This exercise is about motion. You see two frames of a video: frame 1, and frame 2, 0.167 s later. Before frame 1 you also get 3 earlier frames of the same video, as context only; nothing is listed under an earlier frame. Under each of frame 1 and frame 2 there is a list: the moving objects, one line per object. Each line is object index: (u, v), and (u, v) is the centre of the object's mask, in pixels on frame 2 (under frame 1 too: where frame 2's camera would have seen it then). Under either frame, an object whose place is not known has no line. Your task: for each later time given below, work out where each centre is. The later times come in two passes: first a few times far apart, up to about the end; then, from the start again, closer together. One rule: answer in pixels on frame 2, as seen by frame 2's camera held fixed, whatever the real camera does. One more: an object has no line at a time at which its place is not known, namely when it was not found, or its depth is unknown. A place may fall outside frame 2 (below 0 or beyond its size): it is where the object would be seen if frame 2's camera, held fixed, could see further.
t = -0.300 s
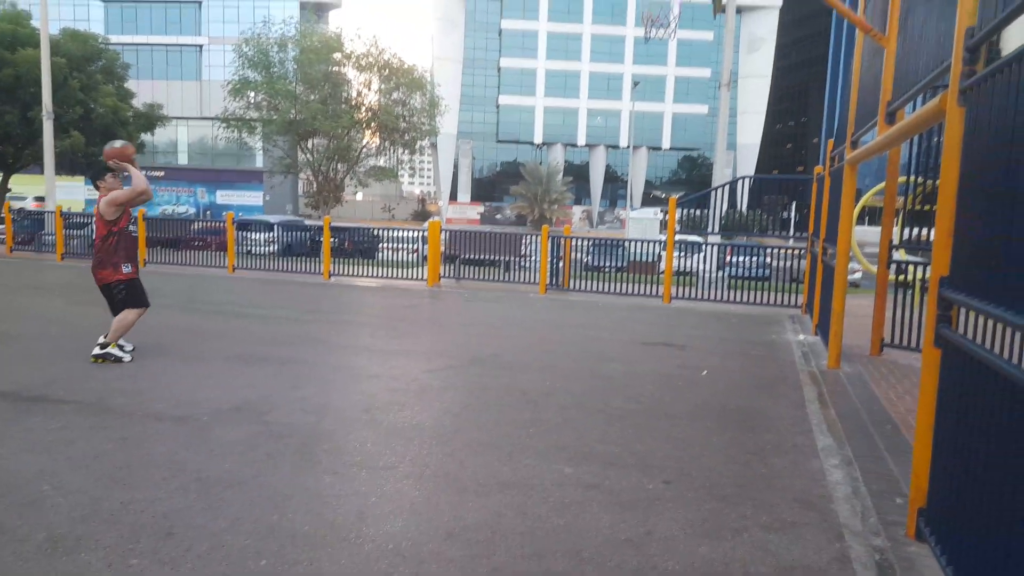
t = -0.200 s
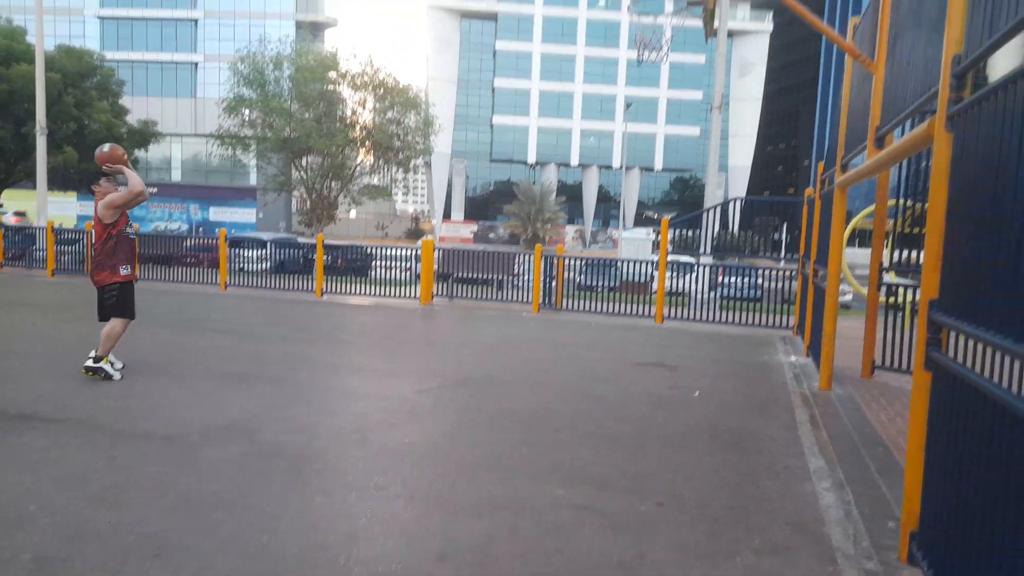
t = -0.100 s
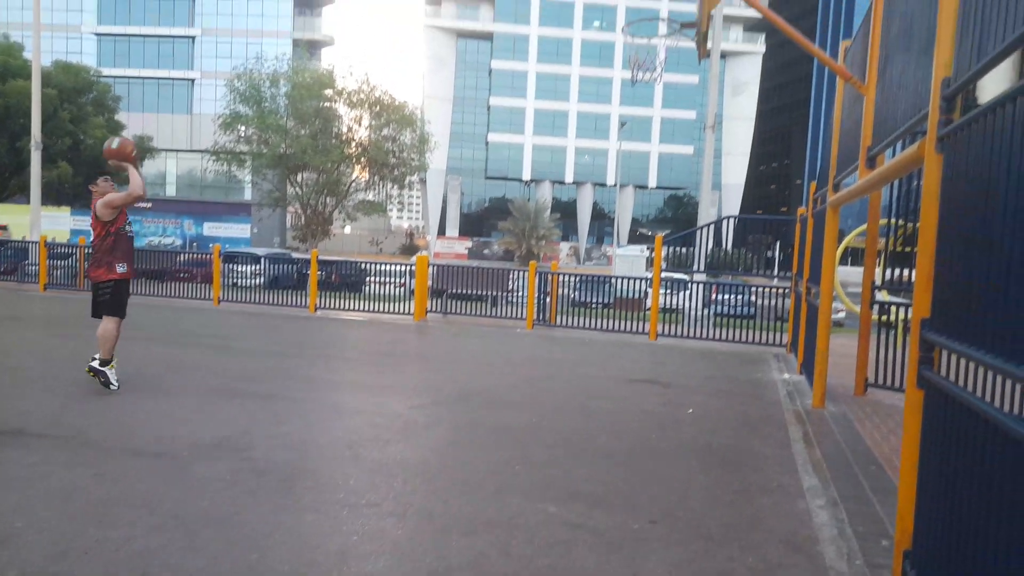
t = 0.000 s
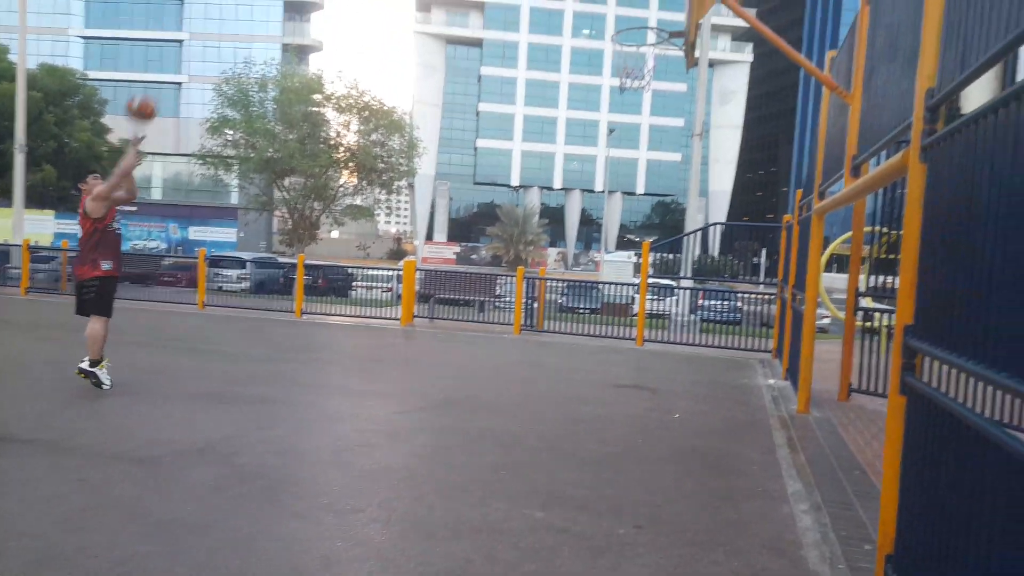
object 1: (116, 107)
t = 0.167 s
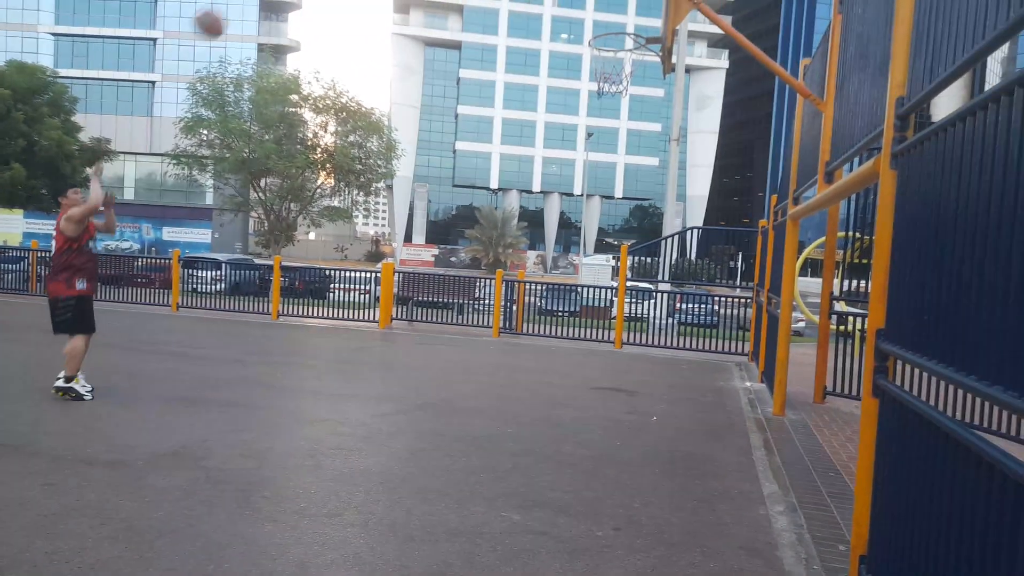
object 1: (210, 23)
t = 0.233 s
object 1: (255, 5)
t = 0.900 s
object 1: (635, 67)
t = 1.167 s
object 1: (620, 163)
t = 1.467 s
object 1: (594, 423)
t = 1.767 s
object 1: (539, 258)
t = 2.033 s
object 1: (473, 146)
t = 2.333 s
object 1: (395, 153)
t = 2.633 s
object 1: (307, 304)
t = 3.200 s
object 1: (179, 227)
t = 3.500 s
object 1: (111, 222)
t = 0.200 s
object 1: (229, 11)
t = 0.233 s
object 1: (255, 5)
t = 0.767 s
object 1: (574, 7)
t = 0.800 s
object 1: (595, 21)
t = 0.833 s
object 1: (613, 37)
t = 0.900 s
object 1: (635, 67)
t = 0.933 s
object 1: (634, 72)
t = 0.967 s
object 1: (633, 80)
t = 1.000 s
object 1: (631, 89)
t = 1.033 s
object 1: (630, 101)
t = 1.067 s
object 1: (627, 113)
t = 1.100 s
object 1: (624, 128)
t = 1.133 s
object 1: (623, 145)
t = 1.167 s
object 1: (620, 163)
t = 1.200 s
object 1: (618, 183)
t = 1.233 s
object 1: (615, 206)
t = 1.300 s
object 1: (608, 253)
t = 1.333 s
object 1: (606, 284)
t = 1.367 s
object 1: (603, 314)
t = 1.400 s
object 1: (600, 351)
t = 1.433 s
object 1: (597, 384)
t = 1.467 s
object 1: (594, 423)
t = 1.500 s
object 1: (591, 461)
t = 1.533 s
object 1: (586, 438)
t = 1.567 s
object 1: (579, 408)
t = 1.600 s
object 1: (572, 379)
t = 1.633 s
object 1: (565, 354)
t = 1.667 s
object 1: (558, 325)
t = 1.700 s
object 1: (551, 301)
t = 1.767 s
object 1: (539, 258)
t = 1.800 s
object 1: (531, 237)
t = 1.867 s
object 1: (518, 203)
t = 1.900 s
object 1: (509, 188)
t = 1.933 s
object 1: (500, 176)
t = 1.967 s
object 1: (489, 164)
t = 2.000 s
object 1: (481, 154)
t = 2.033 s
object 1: (473, 146)
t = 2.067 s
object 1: (465, 140)
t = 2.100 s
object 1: (457, 134)
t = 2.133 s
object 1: (448, 132)
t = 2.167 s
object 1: (440, 131)
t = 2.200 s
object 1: (432, 131)
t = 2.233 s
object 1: (424, 133)
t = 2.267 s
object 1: (414, 138)
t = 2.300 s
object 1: (405, 145)
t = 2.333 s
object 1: (395, 153)
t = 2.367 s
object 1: (385, 163)
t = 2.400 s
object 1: (375, 175)
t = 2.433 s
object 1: (366, 187)
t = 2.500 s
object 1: (347, 222)
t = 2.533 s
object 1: (337, 240)
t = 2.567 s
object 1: (327, 262)
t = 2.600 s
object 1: (316, 284)
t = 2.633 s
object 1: (307, 304)
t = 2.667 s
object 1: (296, 336)
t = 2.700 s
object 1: (286, 364)
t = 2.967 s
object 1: (227, 331)
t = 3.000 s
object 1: (221, 311)
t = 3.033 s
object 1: (214, 293)
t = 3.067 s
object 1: (208, 276)
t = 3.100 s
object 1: (198, 261)
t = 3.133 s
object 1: (193, 248)
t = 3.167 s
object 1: (187, 236)
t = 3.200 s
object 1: (179, 227)
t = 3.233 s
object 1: (173, 219)
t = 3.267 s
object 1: (166, 213)
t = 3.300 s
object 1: (160, 209)
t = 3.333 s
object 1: (152, 207)
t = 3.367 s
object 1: (144, 206)
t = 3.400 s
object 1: (136, 207)
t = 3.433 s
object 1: (128, 211)
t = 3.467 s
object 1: (119, 216)
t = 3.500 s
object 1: (111, 222)
